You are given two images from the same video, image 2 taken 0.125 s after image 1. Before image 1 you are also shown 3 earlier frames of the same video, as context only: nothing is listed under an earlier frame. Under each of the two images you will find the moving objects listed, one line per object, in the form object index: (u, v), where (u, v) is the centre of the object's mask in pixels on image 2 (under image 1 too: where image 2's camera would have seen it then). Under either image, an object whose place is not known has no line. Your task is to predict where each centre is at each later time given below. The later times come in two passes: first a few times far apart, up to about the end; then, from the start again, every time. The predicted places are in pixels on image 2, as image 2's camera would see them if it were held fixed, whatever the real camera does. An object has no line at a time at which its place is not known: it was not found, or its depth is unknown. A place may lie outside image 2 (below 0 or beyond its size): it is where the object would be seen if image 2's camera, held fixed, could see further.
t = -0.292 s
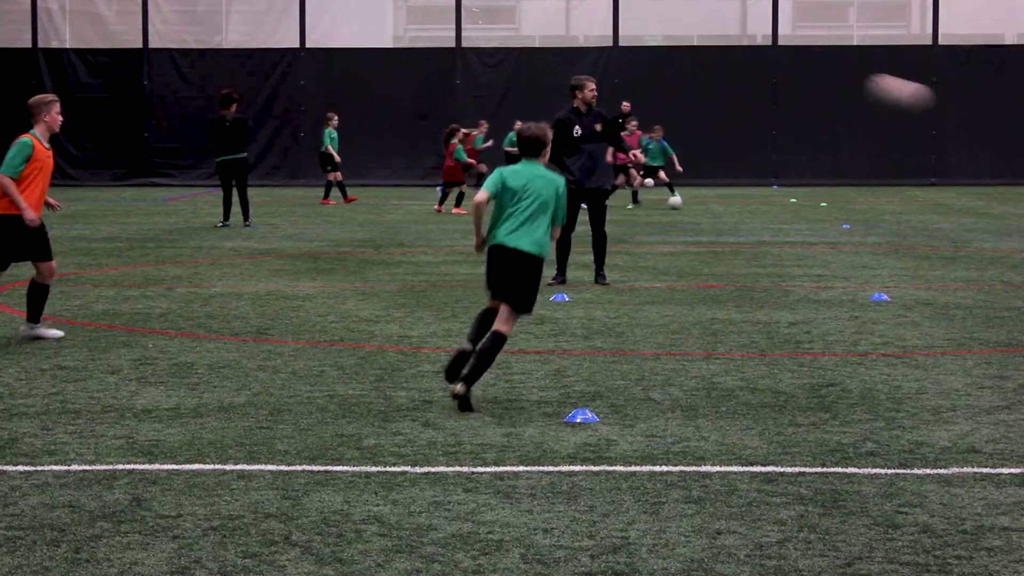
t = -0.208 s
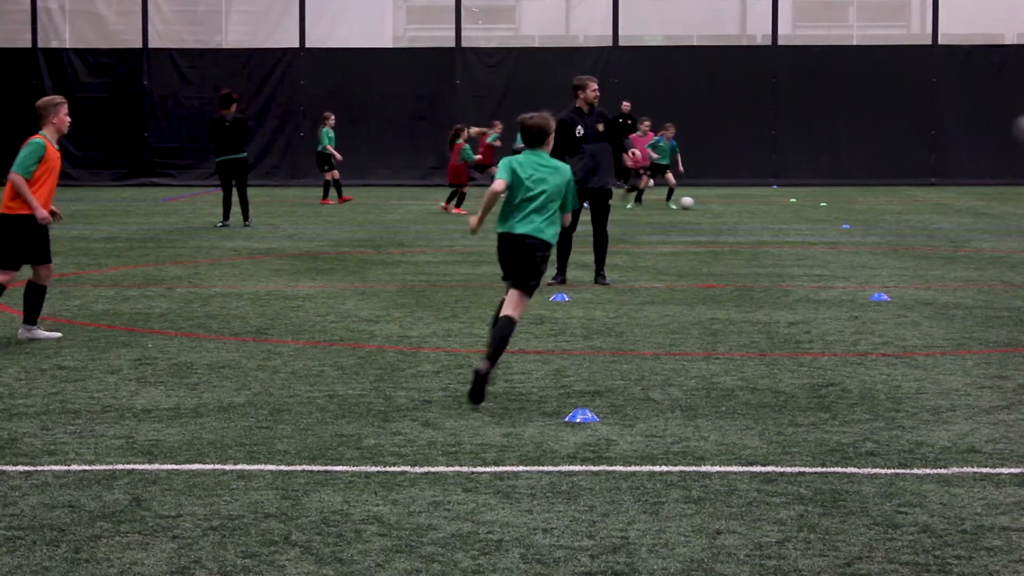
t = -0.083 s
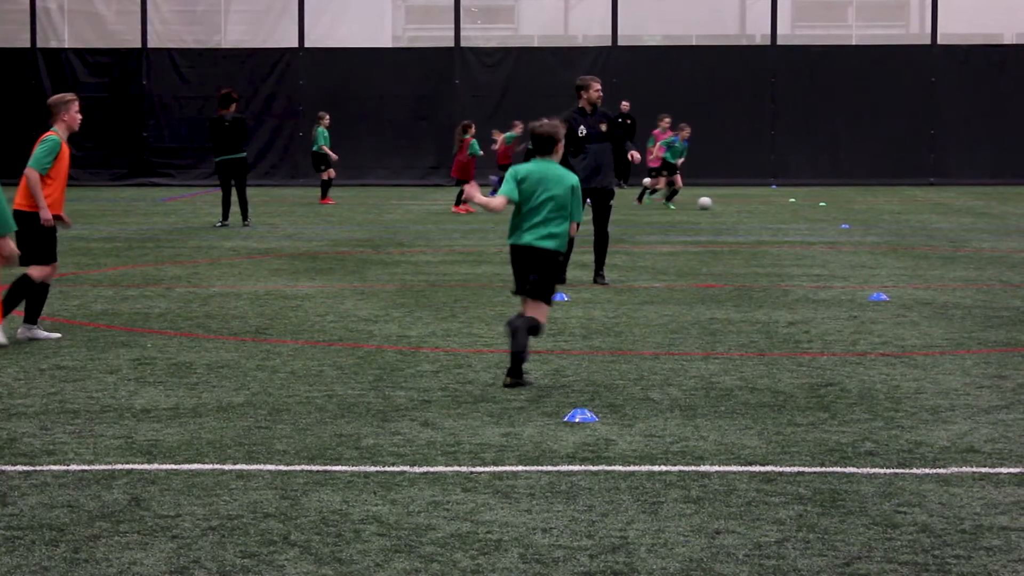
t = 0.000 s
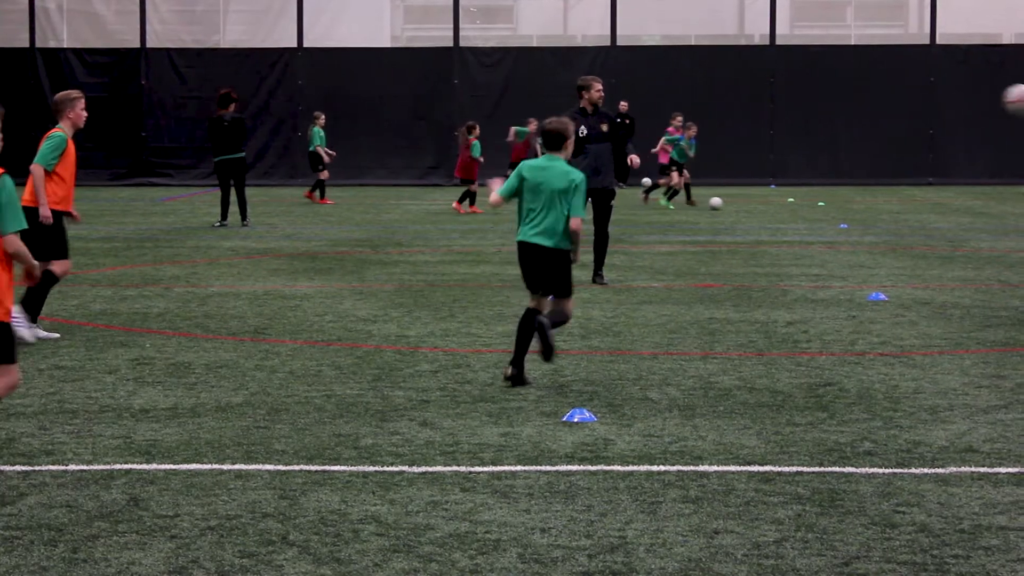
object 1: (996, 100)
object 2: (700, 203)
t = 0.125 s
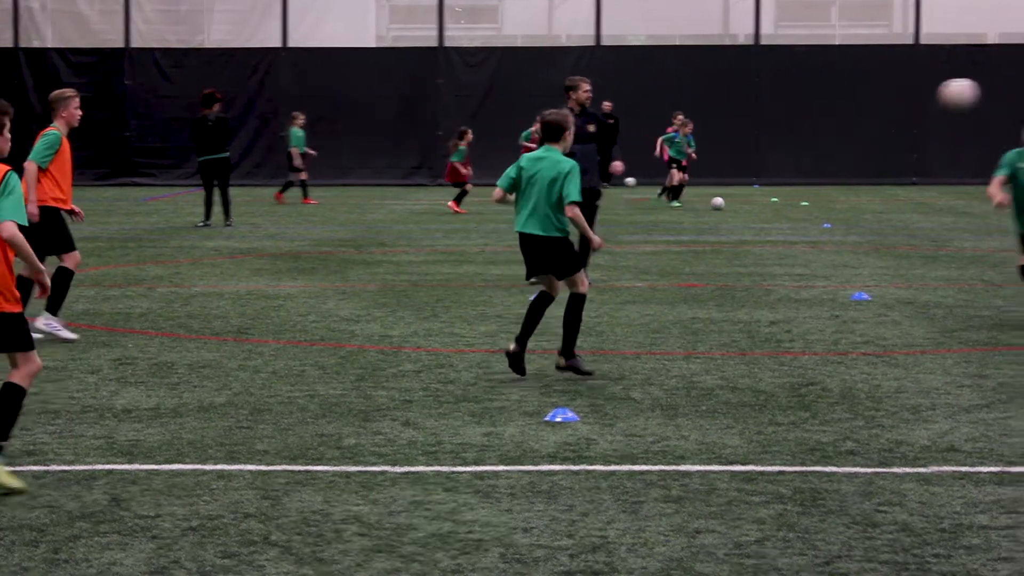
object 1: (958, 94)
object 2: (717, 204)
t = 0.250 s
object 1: (909, 112)
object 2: (735, 203)
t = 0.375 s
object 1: (856, 157)
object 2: (753, 204)
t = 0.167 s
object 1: (942, 97)
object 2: (723, 203)
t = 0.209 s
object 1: (926, 103)
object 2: (729, 204)
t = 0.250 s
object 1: (909, 112)
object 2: (735, 203)
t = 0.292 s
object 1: (892, 124)
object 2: (741, 204)
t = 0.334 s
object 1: (874, 139)
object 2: (747, 204)
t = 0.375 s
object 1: (856, 157)
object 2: (753, 204)
